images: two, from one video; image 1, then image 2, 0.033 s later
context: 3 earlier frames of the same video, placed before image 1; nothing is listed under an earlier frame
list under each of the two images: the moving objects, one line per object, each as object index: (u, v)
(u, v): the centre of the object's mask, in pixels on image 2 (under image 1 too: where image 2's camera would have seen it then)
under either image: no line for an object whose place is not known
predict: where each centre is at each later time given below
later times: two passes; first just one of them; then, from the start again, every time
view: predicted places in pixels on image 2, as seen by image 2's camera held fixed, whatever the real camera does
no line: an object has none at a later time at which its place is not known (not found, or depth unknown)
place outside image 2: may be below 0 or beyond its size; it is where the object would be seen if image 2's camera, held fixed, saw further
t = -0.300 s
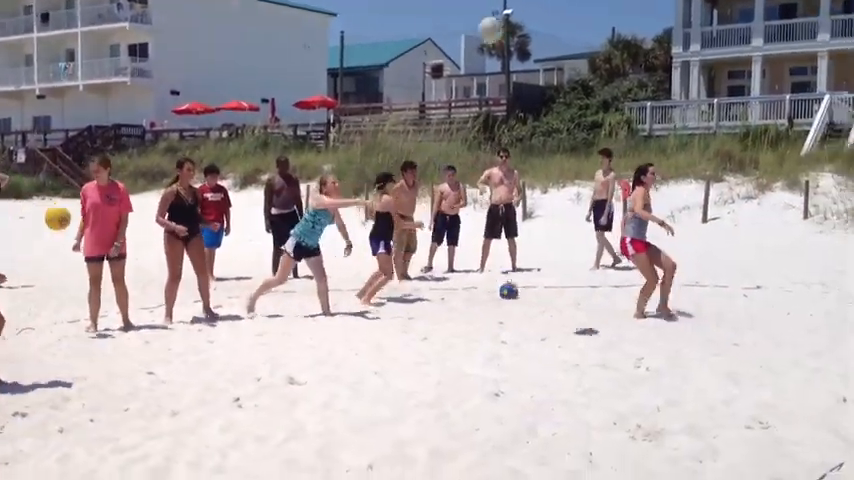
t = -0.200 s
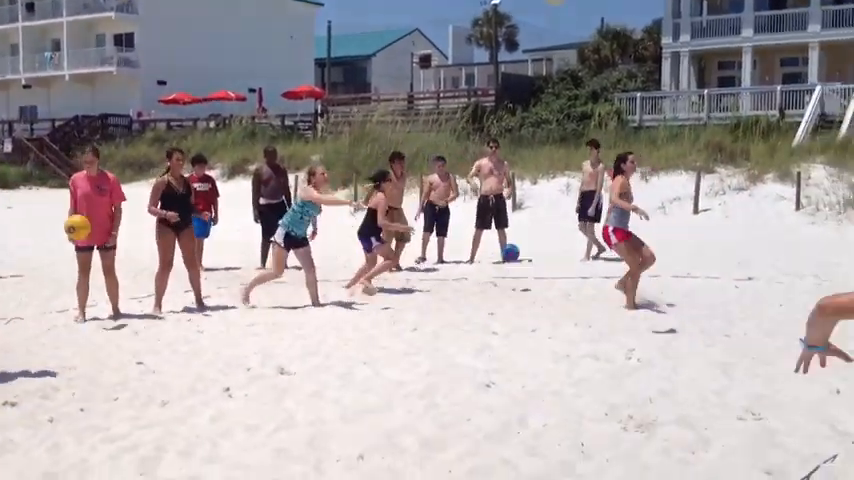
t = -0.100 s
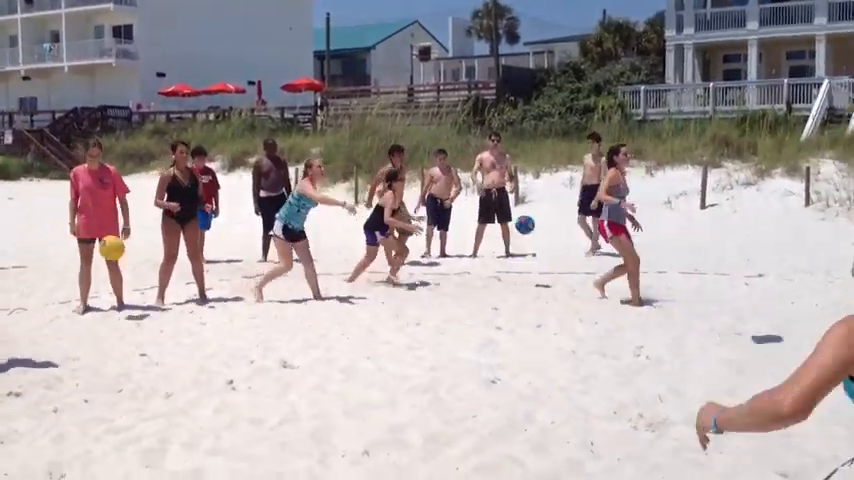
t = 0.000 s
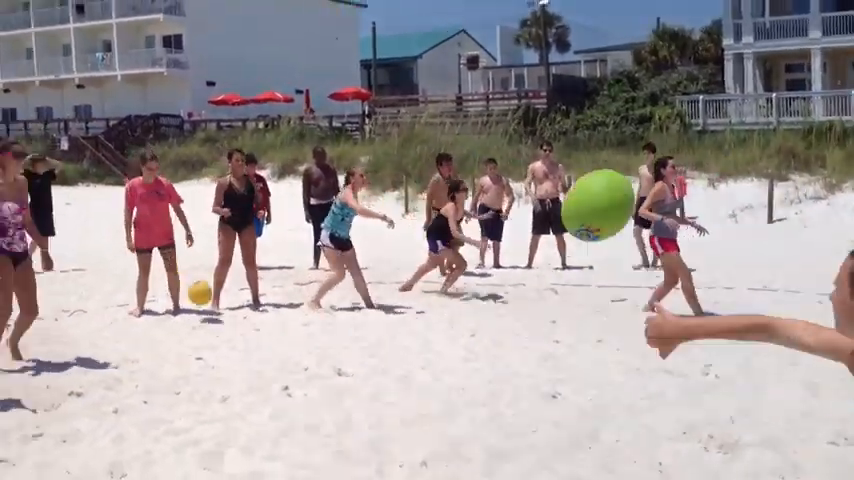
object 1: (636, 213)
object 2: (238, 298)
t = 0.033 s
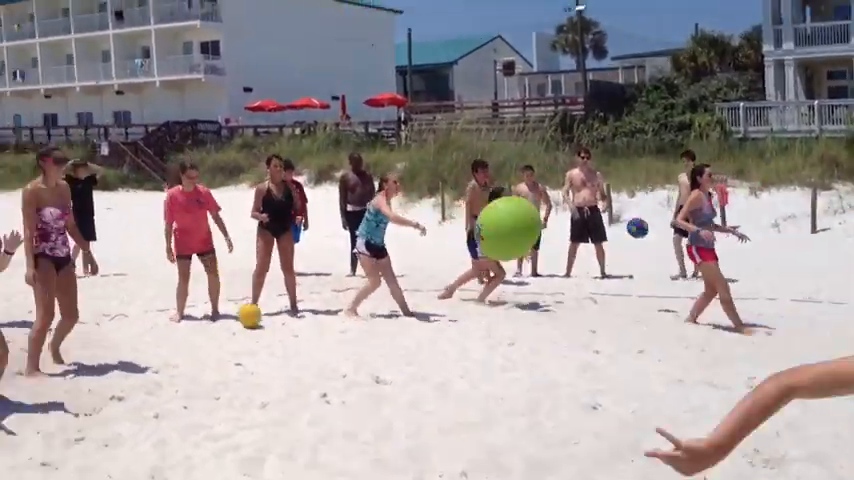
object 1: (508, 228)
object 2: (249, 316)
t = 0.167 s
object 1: (167, 285)
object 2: (285, 301)
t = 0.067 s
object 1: (401, 244)
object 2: (258, 317)
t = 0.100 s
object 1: (311, 258)
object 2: (267, 310)
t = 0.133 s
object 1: (234, 272)
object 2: (276, 304)
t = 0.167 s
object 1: (167, 285)
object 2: (285, 301)
